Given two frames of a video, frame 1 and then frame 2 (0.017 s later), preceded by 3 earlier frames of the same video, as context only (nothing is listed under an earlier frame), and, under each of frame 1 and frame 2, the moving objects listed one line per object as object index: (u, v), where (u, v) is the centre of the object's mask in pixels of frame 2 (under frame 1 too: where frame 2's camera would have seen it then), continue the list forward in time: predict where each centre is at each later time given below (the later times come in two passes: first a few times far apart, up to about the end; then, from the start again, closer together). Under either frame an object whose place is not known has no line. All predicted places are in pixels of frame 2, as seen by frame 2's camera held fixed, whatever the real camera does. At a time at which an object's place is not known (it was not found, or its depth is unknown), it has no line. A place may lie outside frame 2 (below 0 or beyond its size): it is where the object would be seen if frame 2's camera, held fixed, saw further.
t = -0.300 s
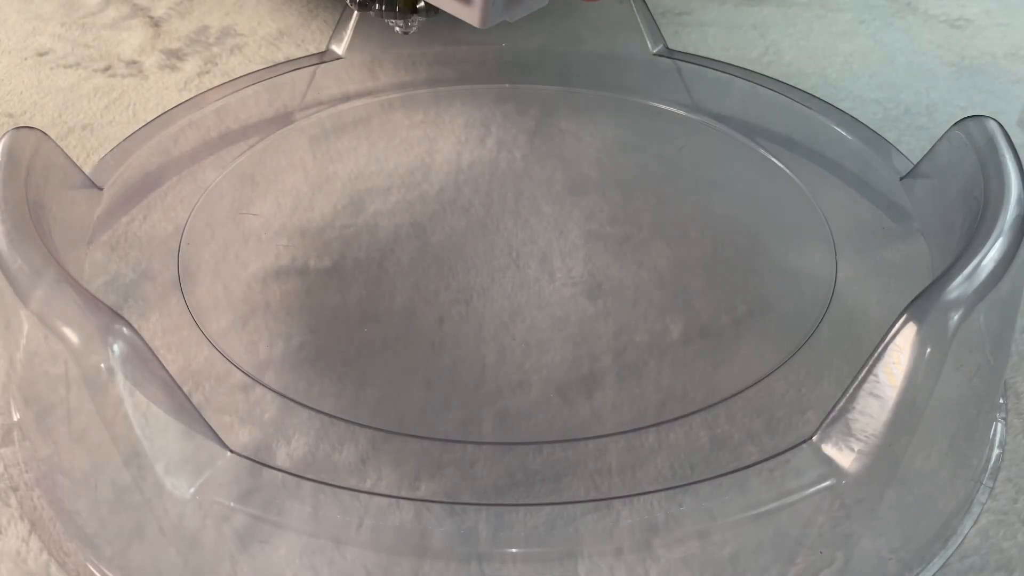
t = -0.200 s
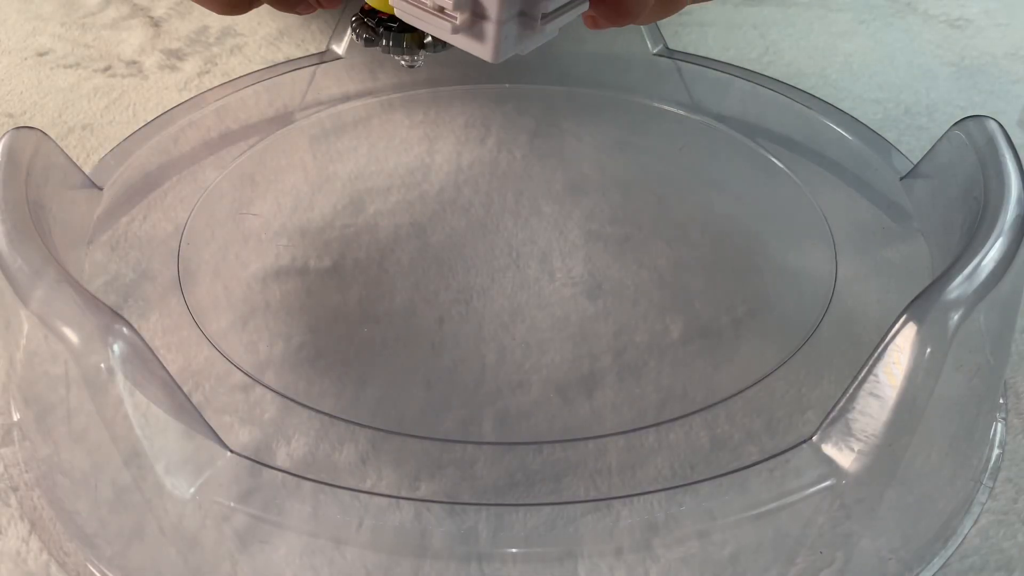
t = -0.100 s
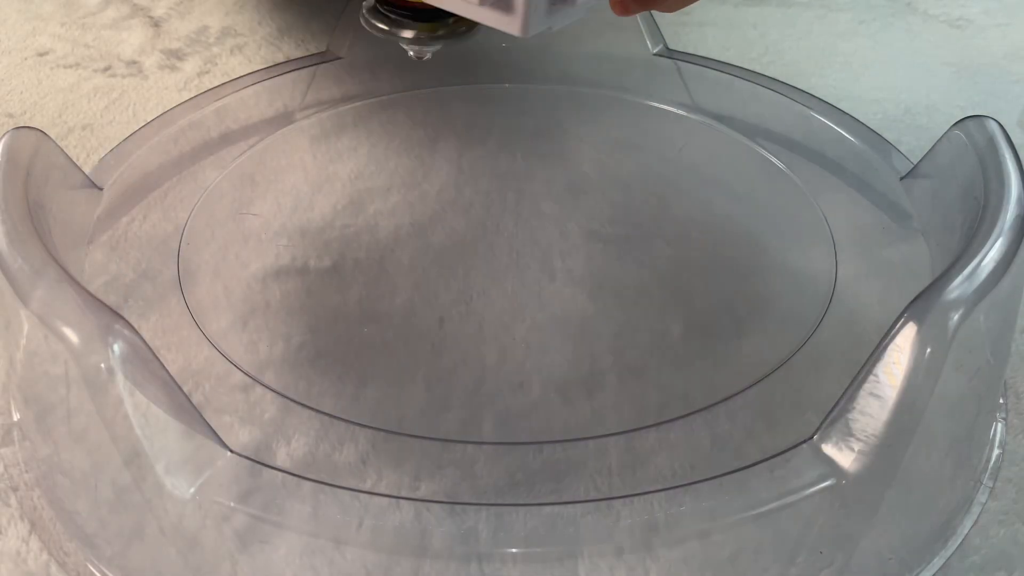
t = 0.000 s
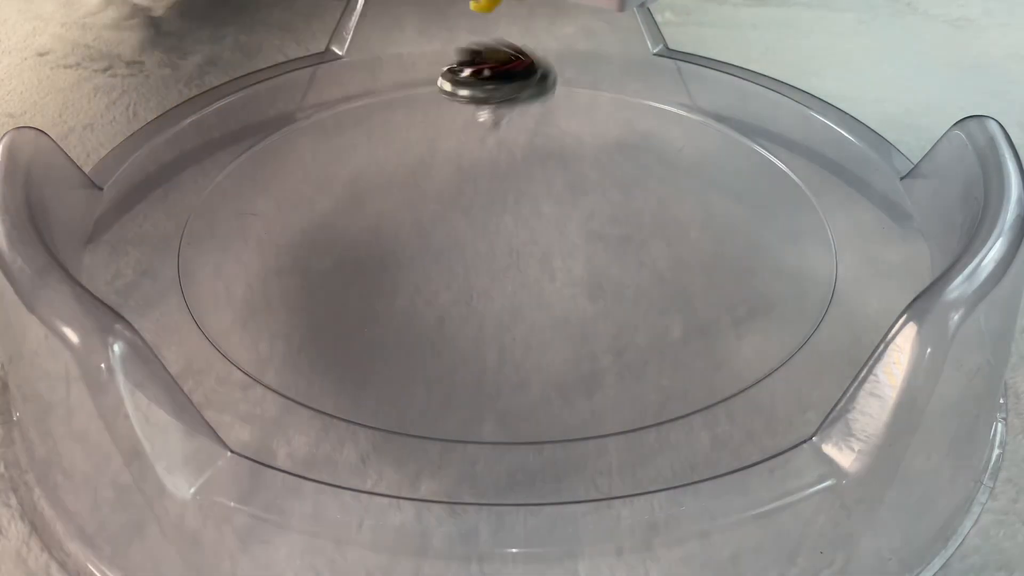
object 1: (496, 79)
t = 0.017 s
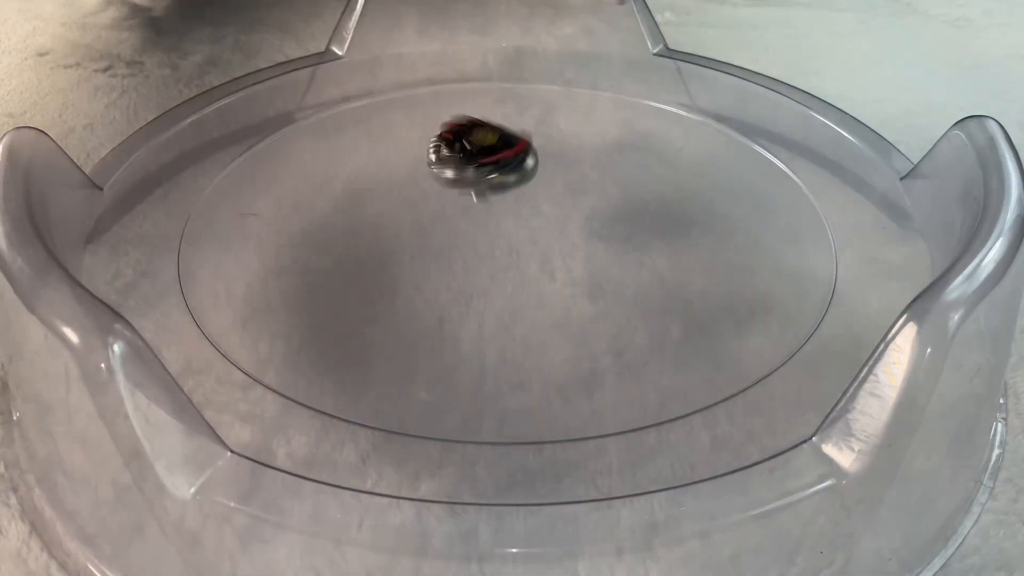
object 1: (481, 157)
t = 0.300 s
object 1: (447, 156)
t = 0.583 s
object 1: (503, 208)
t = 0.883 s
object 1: (547, 237)
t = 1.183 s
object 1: (530, 244)
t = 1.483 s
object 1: (539, 229)
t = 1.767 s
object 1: (536, 226)
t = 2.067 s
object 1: (533, 224)
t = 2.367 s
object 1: (526, 225)
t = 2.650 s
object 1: (522, 226)
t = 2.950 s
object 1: (514, 226)
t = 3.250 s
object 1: (512, 225)
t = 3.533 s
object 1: (513, 225)
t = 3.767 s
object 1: (514, 226)
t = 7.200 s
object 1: (521, 223)
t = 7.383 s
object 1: (523, 225)
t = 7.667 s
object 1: (519, 224)
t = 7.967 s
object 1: (512, 223)
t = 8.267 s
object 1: (512, 222)
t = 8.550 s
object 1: (513, 221)
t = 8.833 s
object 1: (517, 224)
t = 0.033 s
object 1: (473, 212)
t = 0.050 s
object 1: (470, 166)
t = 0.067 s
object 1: (465, 127)
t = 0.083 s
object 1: (463, 89)
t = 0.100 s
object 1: (459, 58)
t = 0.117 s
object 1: (455, 32)
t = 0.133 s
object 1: (456, 22)
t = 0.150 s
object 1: (452, 17)
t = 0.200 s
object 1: (446, 21)
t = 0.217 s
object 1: (444, 29)
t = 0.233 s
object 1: (442, 51)
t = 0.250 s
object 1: (444, 81)
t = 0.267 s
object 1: (442, 112)
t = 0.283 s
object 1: (443, 151)
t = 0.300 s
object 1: (447, 156)
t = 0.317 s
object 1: (447, 134)
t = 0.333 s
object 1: (450, 119)
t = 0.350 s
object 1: (453, 108)
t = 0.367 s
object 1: (457, 104)
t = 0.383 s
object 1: (459, 105)
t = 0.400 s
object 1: (465, 114)
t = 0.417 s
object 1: (468, 126)
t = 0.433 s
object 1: (472, 148)
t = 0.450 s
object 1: (478, 172)
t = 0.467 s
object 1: (481, 170)
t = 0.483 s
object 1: (483, 159)
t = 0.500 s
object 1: (487, 154)
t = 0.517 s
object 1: (490, 152)
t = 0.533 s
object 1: (491, 160)
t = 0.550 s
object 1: (497, 172)
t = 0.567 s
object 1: (500, 190)
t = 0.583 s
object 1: (503, 208)
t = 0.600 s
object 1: (506, 196)
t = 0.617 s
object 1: (509, 189)
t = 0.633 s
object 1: (511, 189)
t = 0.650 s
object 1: (516, 195)
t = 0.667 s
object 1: (518, 206)
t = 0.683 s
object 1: (521, 224)
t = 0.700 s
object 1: (526, 237)
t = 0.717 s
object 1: (530, 238)
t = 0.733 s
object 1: (534, 245)
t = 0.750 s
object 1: (539, 237)
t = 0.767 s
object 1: (540, 234)
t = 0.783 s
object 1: (544, 238)
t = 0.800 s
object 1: (548, 246)
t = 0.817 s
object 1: (548, 250)
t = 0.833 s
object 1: (548, 239)
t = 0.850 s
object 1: (547, 231)
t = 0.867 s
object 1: (546, 231)
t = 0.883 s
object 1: (547, 237)
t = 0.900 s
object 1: (544, 248)
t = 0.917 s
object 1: (543, 251)
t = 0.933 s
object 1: (541, 242)
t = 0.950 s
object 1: (539, 240)
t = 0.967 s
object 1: (538, 245)
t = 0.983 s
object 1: (535, 253)
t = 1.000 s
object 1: (533, 250)
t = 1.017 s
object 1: (533, 248)
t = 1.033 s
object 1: (531, 251)
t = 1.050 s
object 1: (531, 253)
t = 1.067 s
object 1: (531, 252)
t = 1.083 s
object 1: (529, 250)
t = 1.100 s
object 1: (530, 251)
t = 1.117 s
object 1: (529, 247)
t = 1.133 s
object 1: (528, 249)
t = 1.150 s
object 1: (530, 245)
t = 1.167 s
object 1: (529, 244)
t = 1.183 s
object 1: (530, 244)
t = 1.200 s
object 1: (531, 242)
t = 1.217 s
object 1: (532, 241)
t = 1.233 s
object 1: (535, 240)
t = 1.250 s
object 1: (534, 238)
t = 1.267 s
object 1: (535, 239)
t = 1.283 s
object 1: (536, 237)
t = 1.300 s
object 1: (536, 236)
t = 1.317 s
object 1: (538, 236)
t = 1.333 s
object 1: (537, 234)
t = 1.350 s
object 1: (537, 234)
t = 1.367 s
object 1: (538, 232)
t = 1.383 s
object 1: (537, 232)
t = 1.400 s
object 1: (539, 232)
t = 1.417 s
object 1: (538, 230)
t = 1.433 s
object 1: (538, 231)
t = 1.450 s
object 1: (539, 229)
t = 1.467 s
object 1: (538, 229)
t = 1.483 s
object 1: (539, 229)
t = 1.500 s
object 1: (539, 227)
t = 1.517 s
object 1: (538, 228)
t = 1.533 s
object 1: (539, 227)
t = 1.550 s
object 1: (538, 227)
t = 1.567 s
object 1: (539, 228)
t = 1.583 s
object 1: (539, 226)
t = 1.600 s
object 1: (538, 227)
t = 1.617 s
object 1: (539, 226)
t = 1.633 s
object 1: (537, 226)
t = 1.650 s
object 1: (538, 226)
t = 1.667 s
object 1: (538, 225)
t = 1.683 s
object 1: (537, 226)
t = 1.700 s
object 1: (538, 225)
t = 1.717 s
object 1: (536, 225)
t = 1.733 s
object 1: (537, 226)
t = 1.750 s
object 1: (536, 225)
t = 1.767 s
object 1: (536, 226)
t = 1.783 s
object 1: (536, 225)
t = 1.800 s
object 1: (535, 225)
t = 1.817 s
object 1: (536, 225)
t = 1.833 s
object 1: (535, 224)
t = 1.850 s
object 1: (534, 225)
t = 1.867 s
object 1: (534, 224)
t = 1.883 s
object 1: (533, 225)
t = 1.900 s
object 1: (535, 225)
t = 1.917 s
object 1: (533, 224)
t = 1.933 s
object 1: (533, 225)
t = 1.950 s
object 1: (533, 224)
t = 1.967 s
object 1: (532, 225)
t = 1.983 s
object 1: (534, 224)
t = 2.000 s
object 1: (531, 224)
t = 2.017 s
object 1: (532, 225)
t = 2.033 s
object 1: (532, 224)
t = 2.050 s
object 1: (531, 225)
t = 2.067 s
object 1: (533, 224)
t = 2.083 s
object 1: (530, 224)
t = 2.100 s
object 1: (532, 224)
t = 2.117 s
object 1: (531, 224)
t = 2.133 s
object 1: (531, 224)
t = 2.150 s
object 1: (531, 223)
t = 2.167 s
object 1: (529, 224)
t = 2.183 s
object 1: (531, 224)
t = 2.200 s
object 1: (529, 224)
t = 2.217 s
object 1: (530, 224)
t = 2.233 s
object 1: (529, 223)
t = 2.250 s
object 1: (529, 224)
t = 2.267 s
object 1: (529, 224)
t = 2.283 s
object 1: (528, 225)
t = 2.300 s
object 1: (529, 224)
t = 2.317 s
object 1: (526, 224)
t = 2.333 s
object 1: (527, 225)
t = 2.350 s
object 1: (526, 224)
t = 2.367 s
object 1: (526, 225)
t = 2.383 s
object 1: (527, 224)
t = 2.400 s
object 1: (525, 225)
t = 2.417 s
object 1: (526, 225)
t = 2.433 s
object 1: (524, 225)
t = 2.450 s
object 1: (526, 225)
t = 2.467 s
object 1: (524, 225)
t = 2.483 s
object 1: (524, 226)
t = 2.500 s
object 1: (524, 225)
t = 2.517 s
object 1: (524, 226)
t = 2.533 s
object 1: (525, 226)
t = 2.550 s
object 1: (522, 226)
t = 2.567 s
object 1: (524, 226)
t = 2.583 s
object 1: (522, 226)
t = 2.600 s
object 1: (523, 227)
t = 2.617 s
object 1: (522, 226)
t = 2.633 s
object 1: (521, 227)
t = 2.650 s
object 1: (522, 226)
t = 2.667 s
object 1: (520, 227)
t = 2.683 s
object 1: (521, 227)
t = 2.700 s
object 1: (519, 226)
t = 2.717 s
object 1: (520, 227)
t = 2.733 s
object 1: (518, 226)
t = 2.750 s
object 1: (518, 227)
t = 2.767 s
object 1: (518, 226)
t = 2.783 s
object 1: (516, 227)
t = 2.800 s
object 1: (518, 226)
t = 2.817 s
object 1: (516, 227)
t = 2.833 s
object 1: (517, 226)
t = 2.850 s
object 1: (515, 226)
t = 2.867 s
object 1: (516, 226)
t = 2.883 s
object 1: (514, 226)
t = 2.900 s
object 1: (515, 226)
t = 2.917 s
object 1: (515, 226)
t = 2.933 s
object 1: (513, 226)
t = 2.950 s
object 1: (514, 226)
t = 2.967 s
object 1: (513, 226)
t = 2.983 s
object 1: (514, 226)
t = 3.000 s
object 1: (512, 226)
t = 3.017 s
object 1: (513, 226)
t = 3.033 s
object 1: (512, 226)
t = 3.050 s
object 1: (513, 226)
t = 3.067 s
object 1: (513, 225)
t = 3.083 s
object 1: (512, 226)
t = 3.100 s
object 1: (513, 226)
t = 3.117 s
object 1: (512, 226)
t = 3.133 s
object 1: (513, 226)
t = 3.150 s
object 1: (511, 226)
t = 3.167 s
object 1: (513, 226)
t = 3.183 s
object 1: (511, 225)
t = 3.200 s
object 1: (513, 226)
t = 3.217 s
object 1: (511, 225)
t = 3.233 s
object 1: (512, 226)
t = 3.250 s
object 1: (512, 225)
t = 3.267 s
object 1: (512, 226)
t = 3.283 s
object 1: (512, 225)
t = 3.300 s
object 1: (511, 226)
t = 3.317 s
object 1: (512, 225)
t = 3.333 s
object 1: (511, 226)
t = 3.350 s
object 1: (513, 225)
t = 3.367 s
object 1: (511, 225)
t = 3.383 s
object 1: (512, 226)
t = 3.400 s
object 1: (511, 225)
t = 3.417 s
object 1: (512, 226)
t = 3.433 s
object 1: (511, 225)
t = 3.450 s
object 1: (512, 226)
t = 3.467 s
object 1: (511, 225)
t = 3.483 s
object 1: (512, 226)
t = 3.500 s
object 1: (512, 225)
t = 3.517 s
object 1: (512, 226)
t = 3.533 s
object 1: (513, 225)
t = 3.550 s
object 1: (512, 226)
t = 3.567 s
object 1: (513, 225)
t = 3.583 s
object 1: (512, 226)
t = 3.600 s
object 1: (513, 226)
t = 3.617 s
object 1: (512, 226)
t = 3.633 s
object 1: (514, 226)
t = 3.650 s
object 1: (512, 225)
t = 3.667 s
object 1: (514, 226)
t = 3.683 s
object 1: (513, 225)
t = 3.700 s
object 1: (514, 226)
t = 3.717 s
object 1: (513, 225)
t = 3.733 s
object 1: (514, 226)
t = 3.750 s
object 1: (514, 225)
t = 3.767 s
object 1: (514, 226)
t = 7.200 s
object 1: (521, 223)
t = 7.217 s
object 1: (523, 224)
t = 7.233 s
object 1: (520, 224)
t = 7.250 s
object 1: (523, 223)
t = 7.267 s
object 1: (522, 224)
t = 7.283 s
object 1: (522, 223)
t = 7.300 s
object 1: (523, 224)
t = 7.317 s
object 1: (521, 224)
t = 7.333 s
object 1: (523, 224)
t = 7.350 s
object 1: (522, 225)
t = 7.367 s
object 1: (523, 224)
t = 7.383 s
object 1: (523, 225)
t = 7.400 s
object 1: (521, 224)
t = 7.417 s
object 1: (522, 224)
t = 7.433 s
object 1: (521, 224)
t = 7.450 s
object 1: (522, 223)
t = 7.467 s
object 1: (521, 224)
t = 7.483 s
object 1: (520, 224)
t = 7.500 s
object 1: (522, 224)
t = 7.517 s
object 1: (519, 224)
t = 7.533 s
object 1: (520, 224)
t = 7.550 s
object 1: (520, 225)
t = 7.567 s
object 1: (519, 224)
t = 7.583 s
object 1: (520, 224)
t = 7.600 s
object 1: (518, 224)
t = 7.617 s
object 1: (520, 224)
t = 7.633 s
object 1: (518, 224)
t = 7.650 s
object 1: (518, 224)
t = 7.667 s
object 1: (519, 224)
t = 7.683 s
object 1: (516, 224)
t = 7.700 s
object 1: (517, 224)
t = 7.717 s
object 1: (517, 224)
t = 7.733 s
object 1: (516, 224)
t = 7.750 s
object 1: (517, 224)
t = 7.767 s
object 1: (515, 224)
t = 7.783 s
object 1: (516, 223)
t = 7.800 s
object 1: (515, 224)
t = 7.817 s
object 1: (514, 223)
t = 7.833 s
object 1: (515, 224)
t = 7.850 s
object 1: (512, 224)
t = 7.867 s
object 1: (514, 223)
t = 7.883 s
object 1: (513, 224)
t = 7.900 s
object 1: (512, 223)
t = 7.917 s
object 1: (513, 223)
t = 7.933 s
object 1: (512, 223)
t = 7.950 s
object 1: (512, 223)
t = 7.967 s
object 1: (512, 223)
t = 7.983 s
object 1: (511, 223)
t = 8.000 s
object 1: (513, 223)
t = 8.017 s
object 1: (511, 223)
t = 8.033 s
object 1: (512, 222)
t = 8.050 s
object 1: (513, 223)
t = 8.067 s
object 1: (511, 222)
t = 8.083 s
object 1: (513, 222)
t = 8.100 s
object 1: (512, 222)
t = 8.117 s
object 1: (512, 221)
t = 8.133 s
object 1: (512, 222)
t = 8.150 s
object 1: (510, 222)
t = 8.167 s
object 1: (512, 222)
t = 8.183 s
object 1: (511, 222)
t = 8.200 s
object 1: (510, 222)
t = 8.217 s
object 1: (512, 222)
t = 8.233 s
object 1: (510, 222)
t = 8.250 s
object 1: (511, 222)
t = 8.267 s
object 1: (512, 222)
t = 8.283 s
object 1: (511, 221)
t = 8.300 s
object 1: (512, 222)
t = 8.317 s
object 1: (512, 222)
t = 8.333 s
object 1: (512, 221)
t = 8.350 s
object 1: (513, 222)
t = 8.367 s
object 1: (512, 222)
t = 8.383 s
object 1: (513, 222)
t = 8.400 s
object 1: (512, 223)
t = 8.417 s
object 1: (512, 222)
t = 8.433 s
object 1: (514, 222)
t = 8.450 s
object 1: (512, 222)
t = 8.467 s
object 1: (513, 222)
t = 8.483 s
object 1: (514, 222)
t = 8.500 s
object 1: (512, 222)
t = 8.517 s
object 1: (514, 222)
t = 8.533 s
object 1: (514, 223)
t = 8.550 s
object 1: (513, 221)
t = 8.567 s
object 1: (515, 223)
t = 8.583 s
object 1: (514, 222)
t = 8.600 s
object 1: (515, 222)
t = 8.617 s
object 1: (515, 223)
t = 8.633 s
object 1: (514, 222)
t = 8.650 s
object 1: (516, 222)
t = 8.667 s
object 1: (515, 223)
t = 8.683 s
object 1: (515, 222)
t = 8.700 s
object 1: (517, 223)
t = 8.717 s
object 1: (515, 223)
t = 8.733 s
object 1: (516, 223)
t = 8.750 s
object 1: (517, 224)
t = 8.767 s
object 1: (516, 223)
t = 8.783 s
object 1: (517, 223)
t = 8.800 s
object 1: (517, 224)
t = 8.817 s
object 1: (516, 223)
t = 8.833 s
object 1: (517, 224)
